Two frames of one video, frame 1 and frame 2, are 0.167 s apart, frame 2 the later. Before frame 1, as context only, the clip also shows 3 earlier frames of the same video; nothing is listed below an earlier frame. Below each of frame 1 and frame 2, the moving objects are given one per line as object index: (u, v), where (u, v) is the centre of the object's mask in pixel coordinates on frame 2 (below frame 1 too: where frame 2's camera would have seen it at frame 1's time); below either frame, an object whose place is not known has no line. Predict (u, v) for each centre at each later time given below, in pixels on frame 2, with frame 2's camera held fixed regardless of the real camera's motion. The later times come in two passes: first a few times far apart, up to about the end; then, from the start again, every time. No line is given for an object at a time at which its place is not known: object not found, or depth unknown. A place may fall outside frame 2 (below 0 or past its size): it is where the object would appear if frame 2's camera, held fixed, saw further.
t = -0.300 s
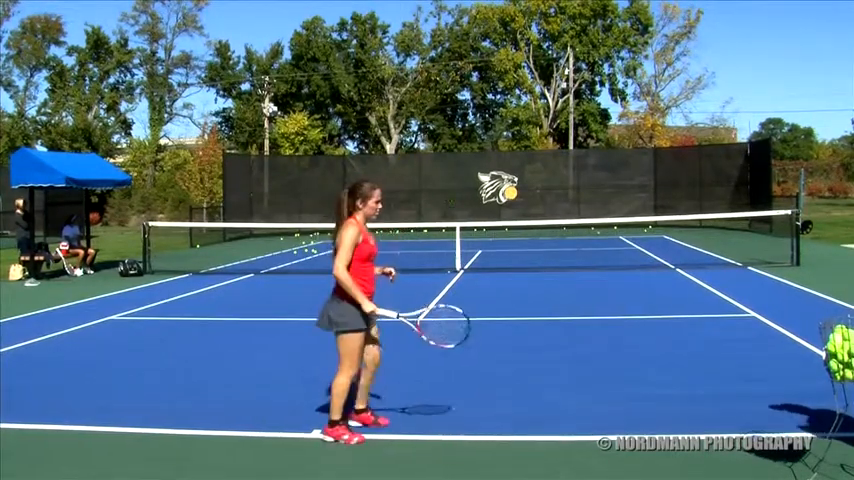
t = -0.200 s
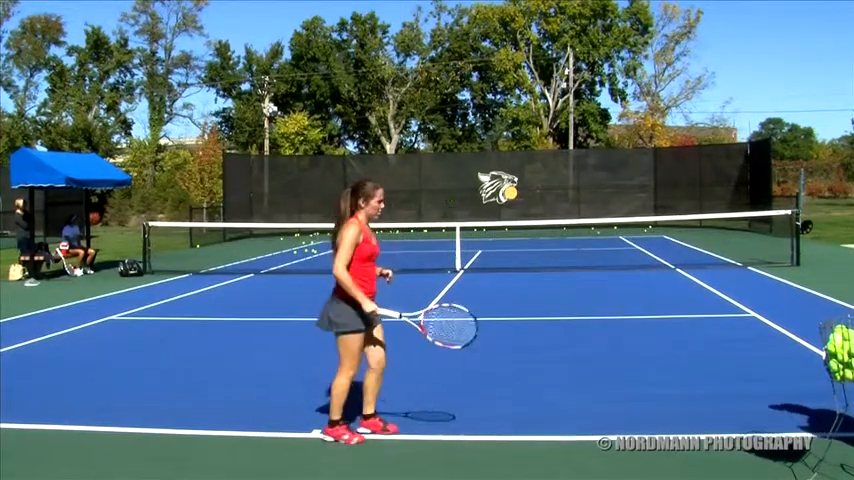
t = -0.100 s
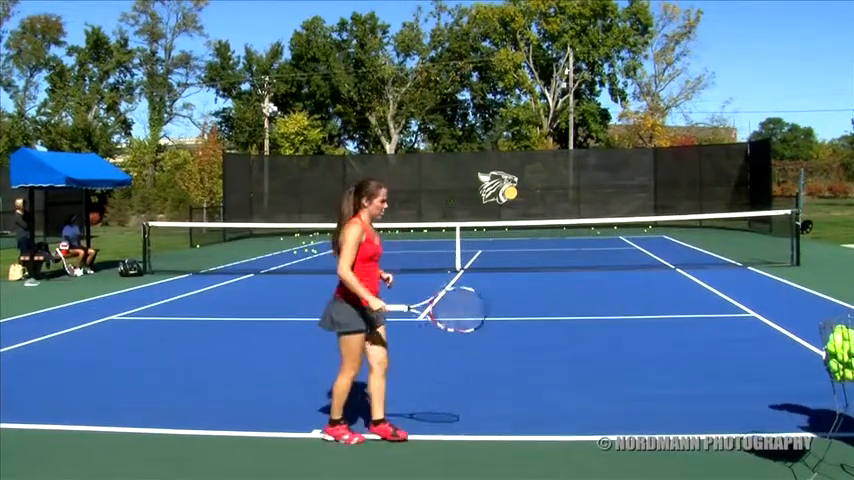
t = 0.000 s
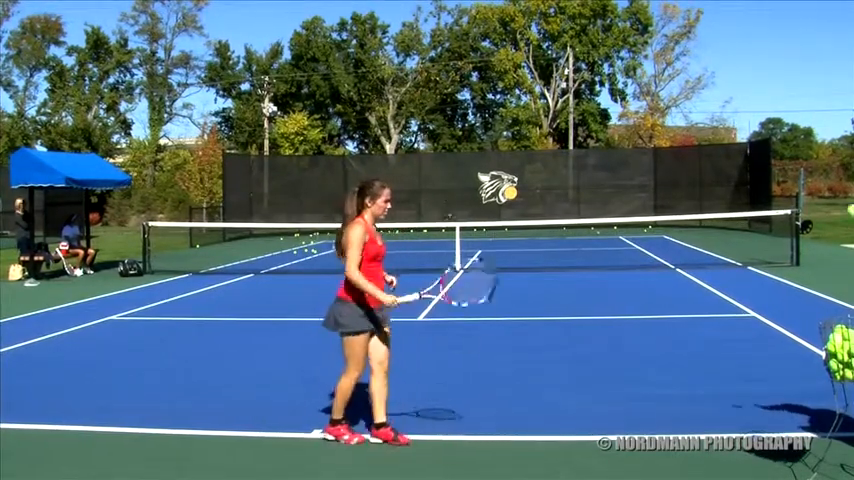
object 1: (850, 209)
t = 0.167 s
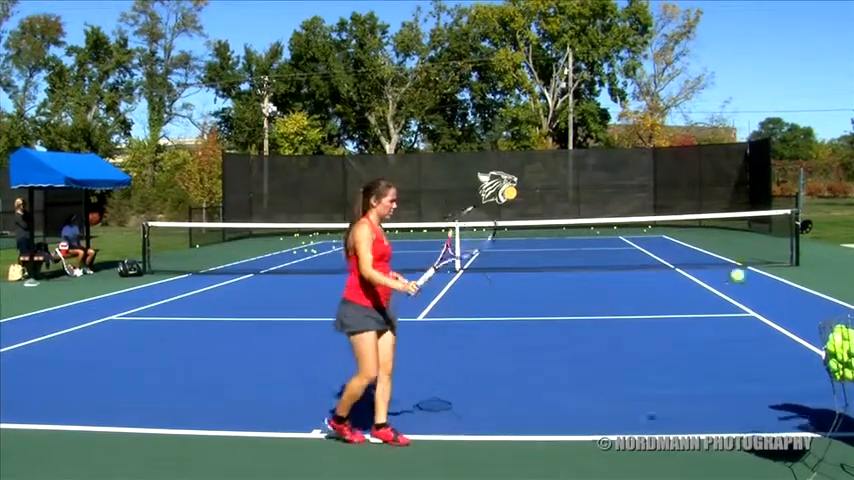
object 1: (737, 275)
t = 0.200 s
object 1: (715, 293)
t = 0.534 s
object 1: (535, 386)
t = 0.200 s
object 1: (715, 293)
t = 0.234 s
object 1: (692, 313)
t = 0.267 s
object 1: (671, 335)
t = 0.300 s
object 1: (648, 358)
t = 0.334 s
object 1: (626, 383)
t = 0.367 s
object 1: (605, 409)
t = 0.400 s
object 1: (583, 437)
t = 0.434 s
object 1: (565, 451)
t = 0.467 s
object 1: (555, 428)
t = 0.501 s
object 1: (545, 406)
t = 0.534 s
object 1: (535, 386)
